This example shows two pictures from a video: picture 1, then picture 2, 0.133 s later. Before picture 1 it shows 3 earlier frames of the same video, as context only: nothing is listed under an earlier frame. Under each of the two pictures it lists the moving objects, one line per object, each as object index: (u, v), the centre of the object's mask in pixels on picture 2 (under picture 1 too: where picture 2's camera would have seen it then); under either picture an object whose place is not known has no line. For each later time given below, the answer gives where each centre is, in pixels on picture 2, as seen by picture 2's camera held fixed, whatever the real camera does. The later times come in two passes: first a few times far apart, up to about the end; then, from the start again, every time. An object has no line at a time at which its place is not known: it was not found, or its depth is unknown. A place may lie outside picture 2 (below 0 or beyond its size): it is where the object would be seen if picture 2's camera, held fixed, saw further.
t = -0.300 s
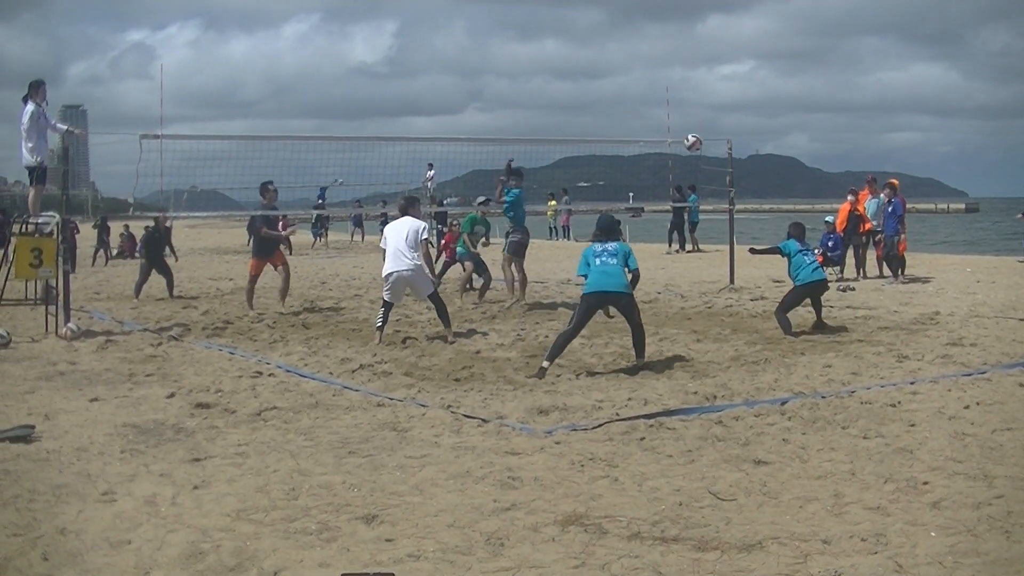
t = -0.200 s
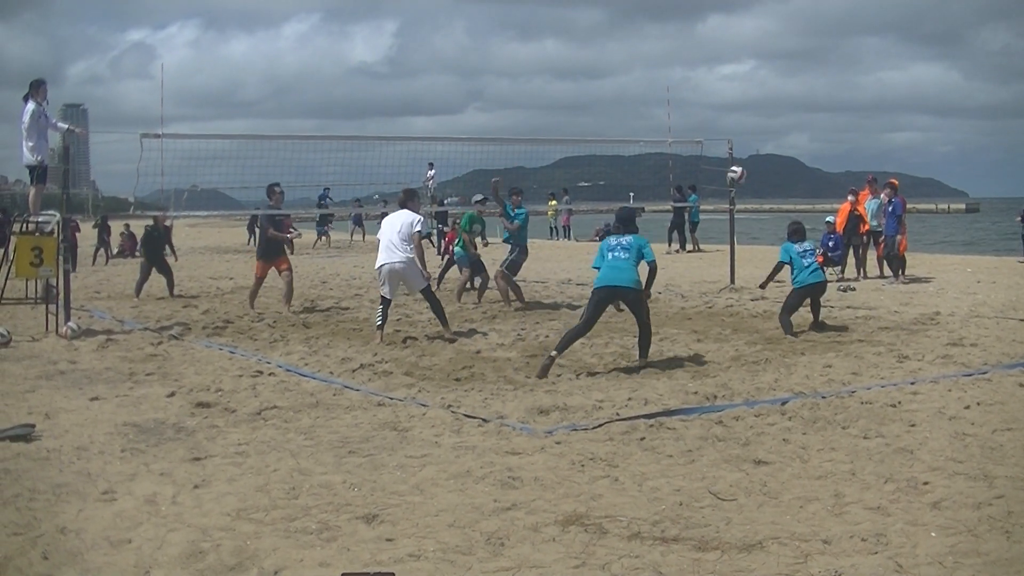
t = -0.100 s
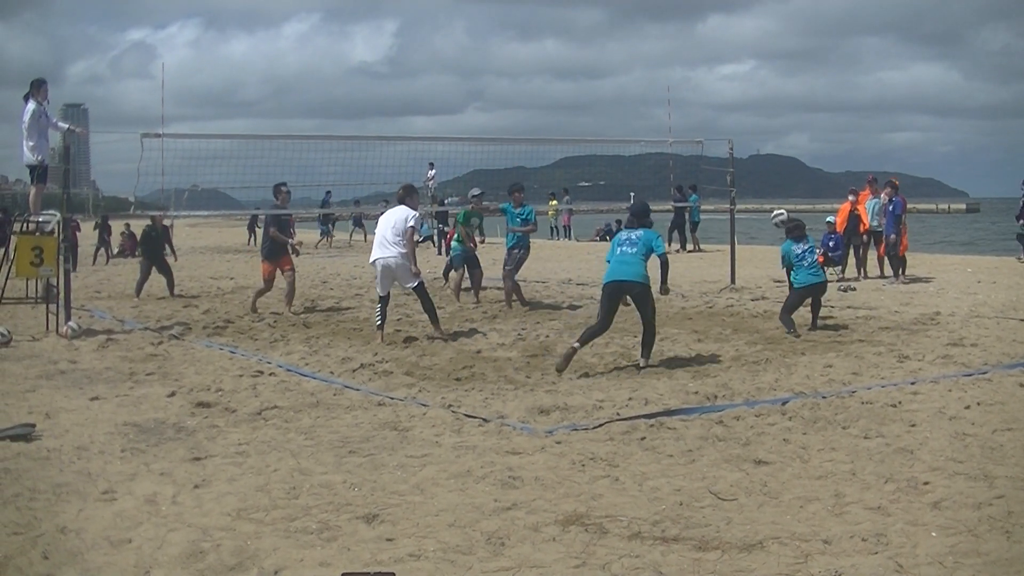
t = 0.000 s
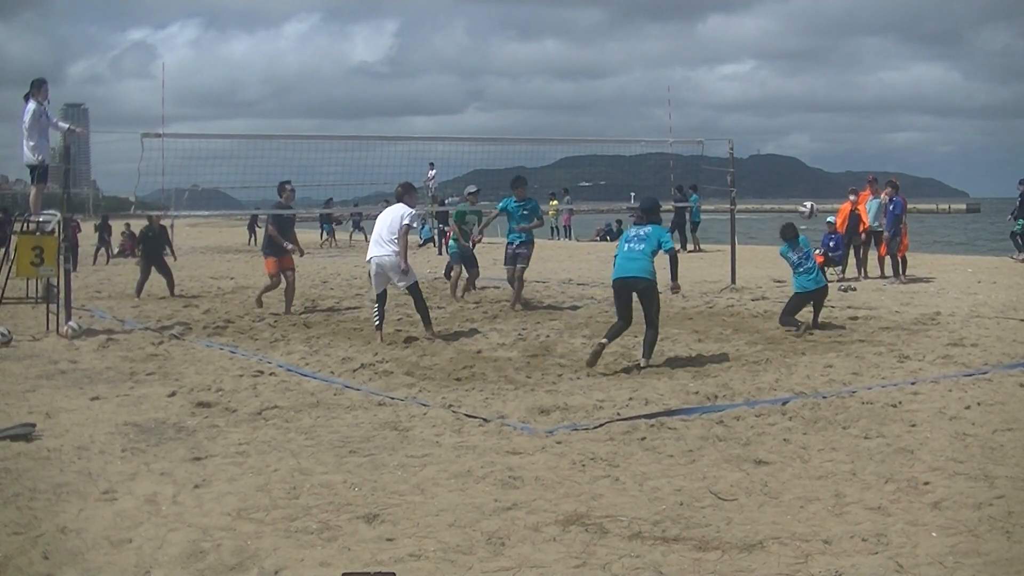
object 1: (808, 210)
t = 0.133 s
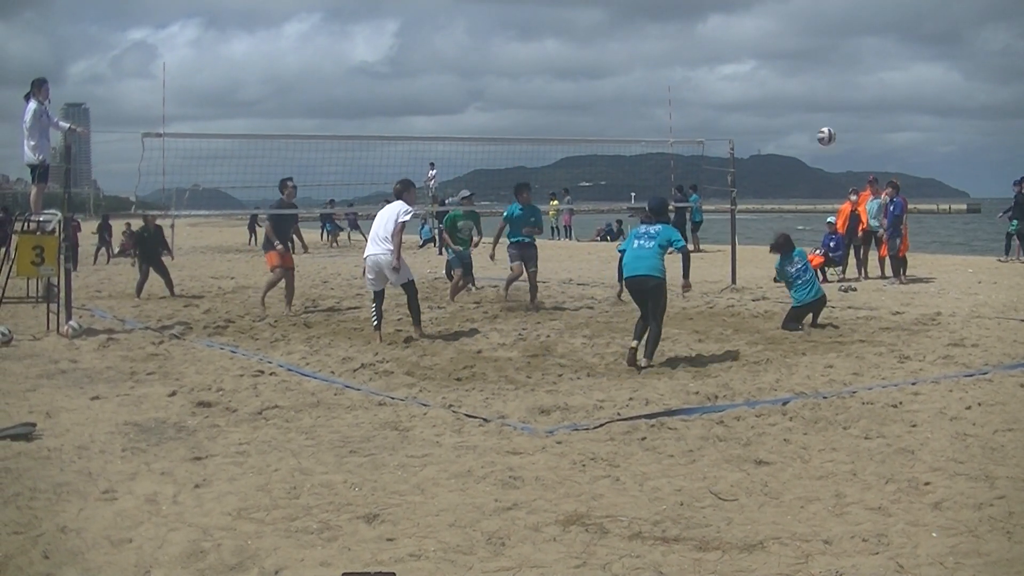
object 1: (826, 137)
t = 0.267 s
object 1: (843, 82)
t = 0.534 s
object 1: (875, 24)
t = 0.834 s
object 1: (910, 32)
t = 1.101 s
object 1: (938, 98)
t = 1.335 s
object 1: (957, 197)
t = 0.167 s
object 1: (830, 121)
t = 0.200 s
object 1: (834, 107)
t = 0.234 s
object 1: (838, 94)
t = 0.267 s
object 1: (843, 82)
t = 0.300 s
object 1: (847, 71)
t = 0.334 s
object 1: (851, 62)
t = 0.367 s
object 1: (855, 53)
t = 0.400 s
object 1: (859, 45)
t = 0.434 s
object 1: (863, 39)
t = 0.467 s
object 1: (867, 33)
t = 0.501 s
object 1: (871, 28)
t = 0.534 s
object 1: (875, 24)
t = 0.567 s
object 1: (879, 22)
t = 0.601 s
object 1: (883, 20)
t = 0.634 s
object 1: (887, 19)
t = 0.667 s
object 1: (890, 19)
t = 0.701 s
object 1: (895, 20)
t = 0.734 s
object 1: (899, 22)
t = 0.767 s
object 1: (902, 25)
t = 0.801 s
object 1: (906, 28)
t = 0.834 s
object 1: (910, 32)
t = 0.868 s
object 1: (914, 38)
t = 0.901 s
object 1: (917, 44)
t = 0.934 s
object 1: (921, 50)
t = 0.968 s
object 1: (925, 59)
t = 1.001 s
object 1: (928, 67)
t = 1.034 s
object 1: (931, 77)
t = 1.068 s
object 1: (935, 87)
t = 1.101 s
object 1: (938, 98)
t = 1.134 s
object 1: (941, 110)
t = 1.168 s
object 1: (944, 123)
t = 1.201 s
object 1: (946, 136)
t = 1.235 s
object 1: (949, 150)
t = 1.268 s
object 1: (952, 165)
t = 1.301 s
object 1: (955, 180)
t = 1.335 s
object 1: (957, 197)
